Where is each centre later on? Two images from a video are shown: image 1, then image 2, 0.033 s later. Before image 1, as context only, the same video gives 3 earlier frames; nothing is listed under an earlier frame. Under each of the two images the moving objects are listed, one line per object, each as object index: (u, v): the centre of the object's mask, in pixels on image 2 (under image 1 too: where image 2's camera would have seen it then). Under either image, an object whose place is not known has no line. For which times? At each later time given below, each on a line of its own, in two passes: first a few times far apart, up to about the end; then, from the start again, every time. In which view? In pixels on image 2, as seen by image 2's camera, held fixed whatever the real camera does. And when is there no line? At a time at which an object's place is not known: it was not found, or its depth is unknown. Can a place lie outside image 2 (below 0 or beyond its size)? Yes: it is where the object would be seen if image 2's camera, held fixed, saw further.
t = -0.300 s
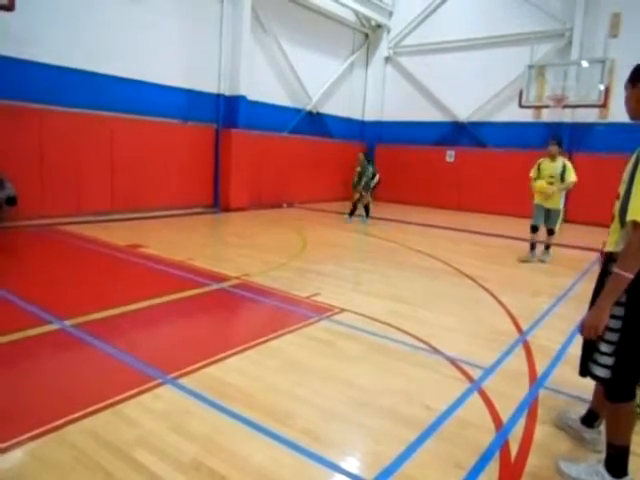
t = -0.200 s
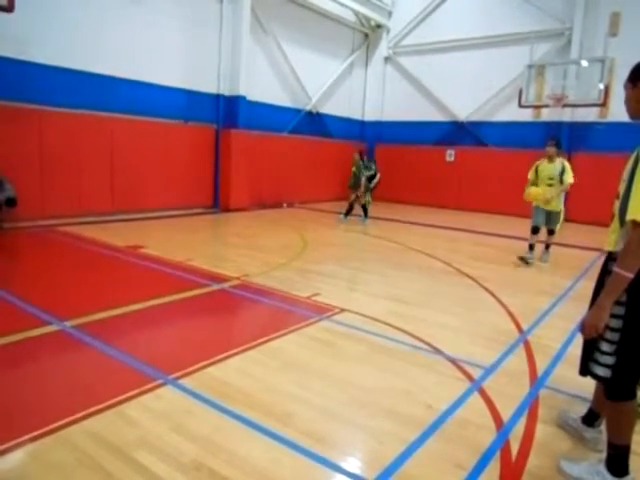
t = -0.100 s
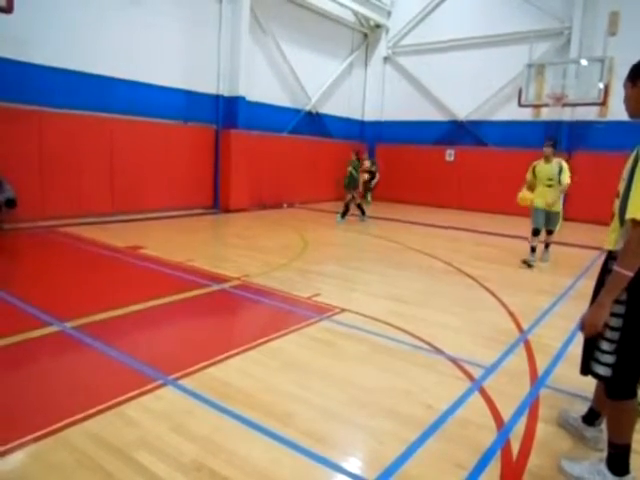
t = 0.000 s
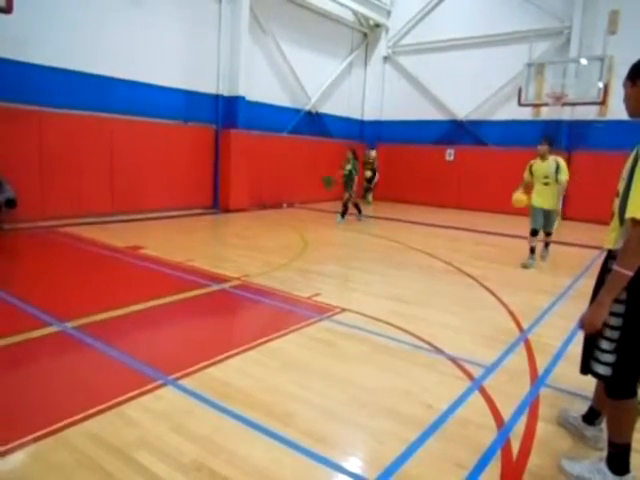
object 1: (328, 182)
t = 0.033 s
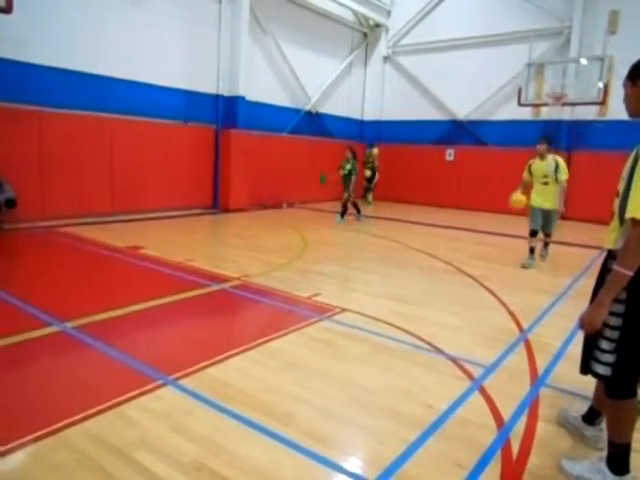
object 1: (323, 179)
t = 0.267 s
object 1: (275, 172)
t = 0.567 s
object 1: (185, 217)
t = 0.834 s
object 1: (79, 227)
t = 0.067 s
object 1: (315, 175)
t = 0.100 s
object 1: (310, 174)
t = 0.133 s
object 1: (304, 174)
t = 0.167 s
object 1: (297, 172)
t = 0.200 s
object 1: (290, 172)
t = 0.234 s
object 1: (284, 172)
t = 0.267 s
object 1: (275, 172)
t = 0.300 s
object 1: (267, 174)
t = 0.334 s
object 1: (259, 176)
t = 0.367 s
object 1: (249, 179)
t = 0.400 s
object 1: (241, 183)
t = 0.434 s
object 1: (231, 188)
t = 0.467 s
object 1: (222, 194)
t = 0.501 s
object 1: (208, 201)
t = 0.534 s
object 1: (197, 208)
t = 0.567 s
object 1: (185, 217)
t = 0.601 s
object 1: (171, 229)
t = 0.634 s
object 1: (157, 241)
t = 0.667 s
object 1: (142, 254)
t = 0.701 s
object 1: (131, 253)
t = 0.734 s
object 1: (120, 245)
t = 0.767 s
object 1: (106, 238)
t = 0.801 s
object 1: (94, 231)
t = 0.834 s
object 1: (79, 227)
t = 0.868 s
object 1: (65, 222)
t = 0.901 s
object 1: (50, 218)
